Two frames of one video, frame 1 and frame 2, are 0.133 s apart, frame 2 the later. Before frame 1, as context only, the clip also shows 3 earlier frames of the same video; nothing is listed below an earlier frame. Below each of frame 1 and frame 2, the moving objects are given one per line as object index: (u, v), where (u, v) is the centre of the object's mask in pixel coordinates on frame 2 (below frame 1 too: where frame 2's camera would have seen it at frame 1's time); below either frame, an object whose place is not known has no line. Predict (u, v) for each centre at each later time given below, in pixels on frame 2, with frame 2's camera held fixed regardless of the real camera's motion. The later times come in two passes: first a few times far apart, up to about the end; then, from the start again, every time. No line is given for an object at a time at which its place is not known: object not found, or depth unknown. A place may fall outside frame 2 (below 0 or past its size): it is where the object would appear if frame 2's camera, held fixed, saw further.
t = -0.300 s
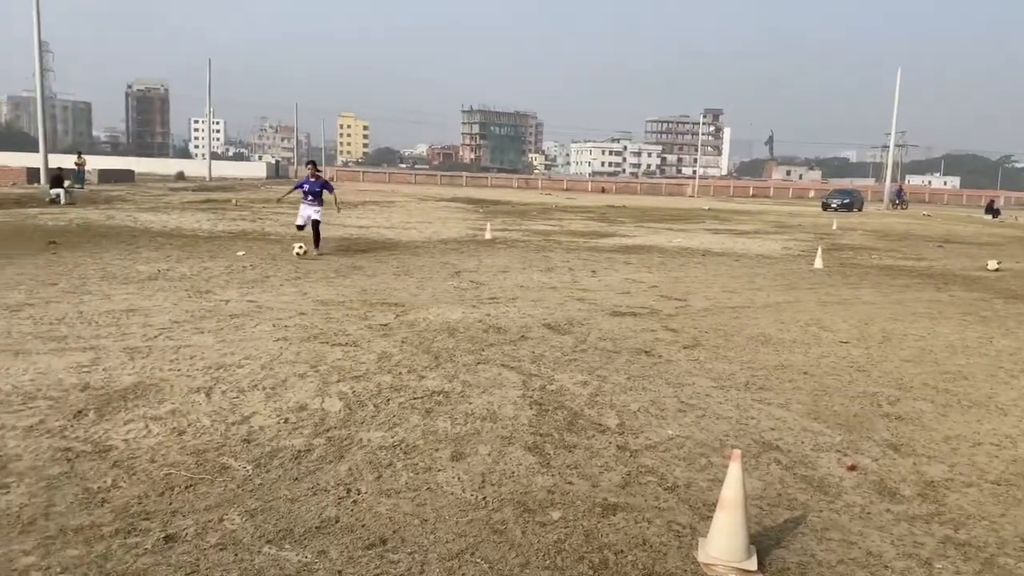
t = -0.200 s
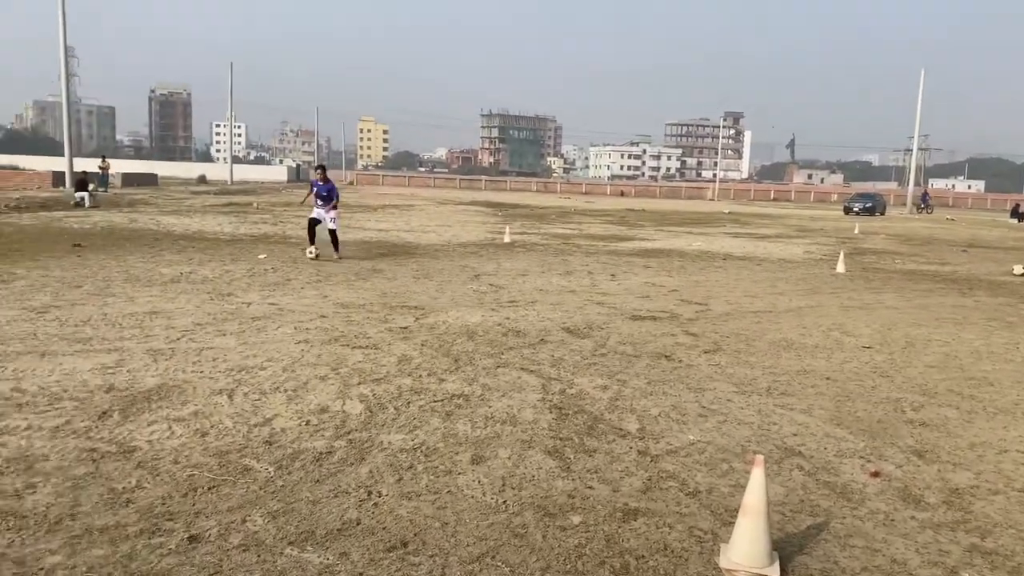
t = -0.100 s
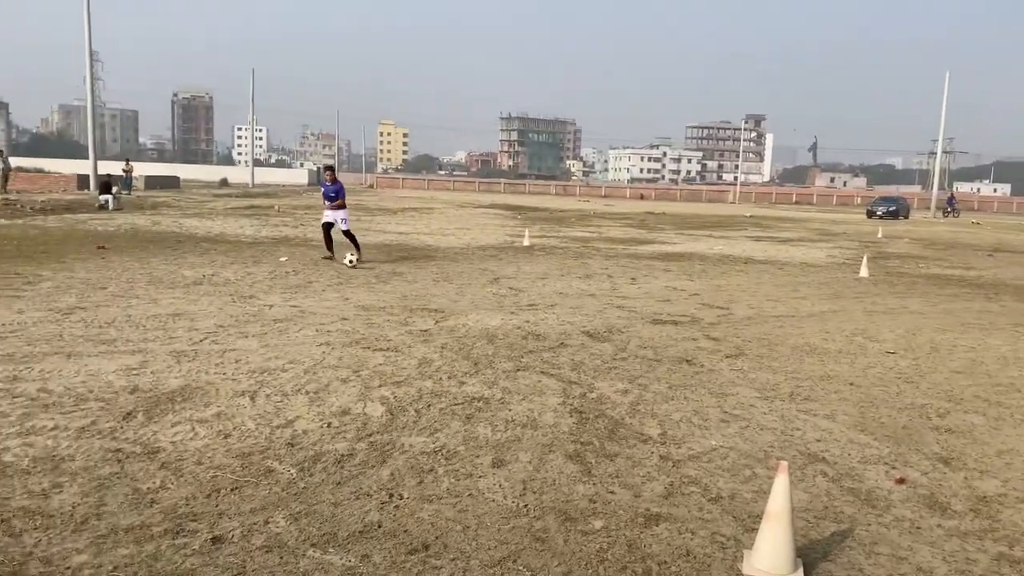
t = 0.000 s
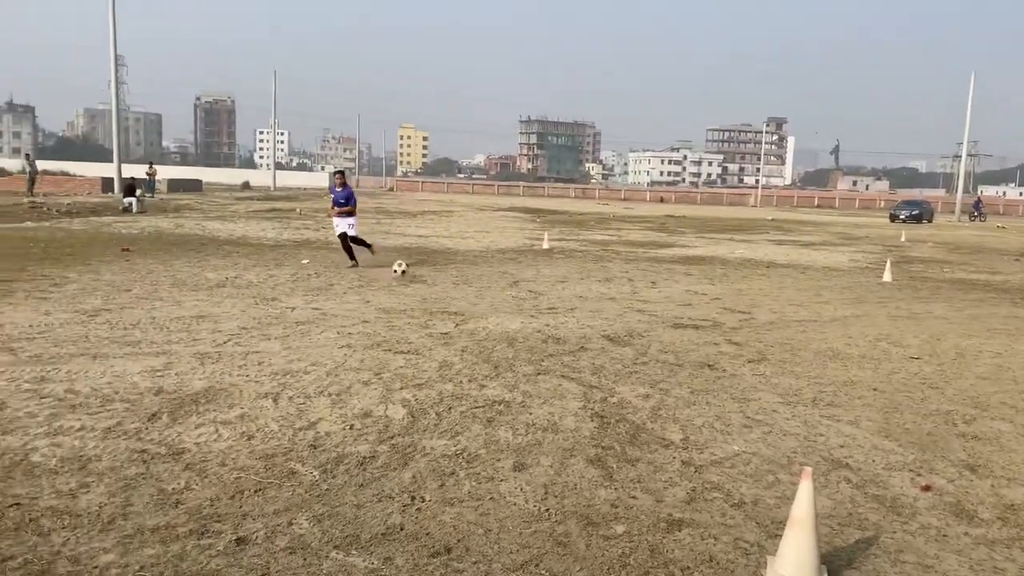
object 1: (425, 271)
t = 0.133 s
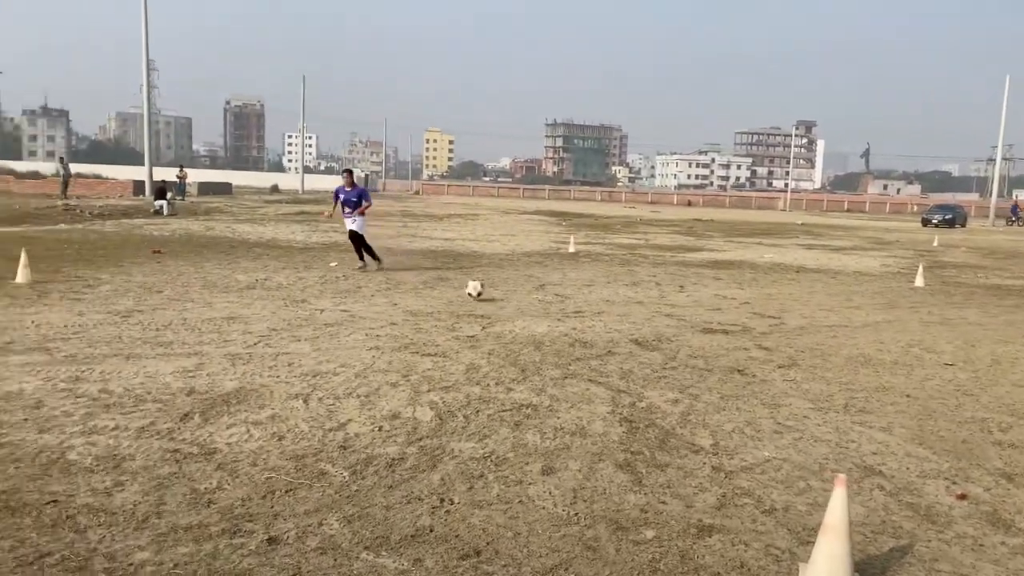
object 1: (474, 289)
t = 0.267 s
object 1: (532, 312)
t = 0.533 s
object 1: (670, 350)
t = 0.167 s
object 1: (488, 297)
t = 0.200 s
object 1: (503, 302)
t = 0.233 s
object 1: (518, 307)
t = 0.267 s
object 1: (532, 312)
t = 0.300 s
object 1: (548, 316)
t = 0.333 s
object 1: (562, 318)
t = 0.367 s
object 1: (579, 322)
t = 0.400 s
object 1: (596, 327)
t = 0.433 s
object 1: (613, 334)
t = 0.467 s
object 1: (633, 343)
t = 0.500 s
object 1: (652, 352)
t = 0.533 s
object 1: (670, 350)
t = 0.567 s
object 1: (689, 350)
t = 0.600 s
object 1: (708, 351)
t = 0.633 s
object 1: (728, 353)
